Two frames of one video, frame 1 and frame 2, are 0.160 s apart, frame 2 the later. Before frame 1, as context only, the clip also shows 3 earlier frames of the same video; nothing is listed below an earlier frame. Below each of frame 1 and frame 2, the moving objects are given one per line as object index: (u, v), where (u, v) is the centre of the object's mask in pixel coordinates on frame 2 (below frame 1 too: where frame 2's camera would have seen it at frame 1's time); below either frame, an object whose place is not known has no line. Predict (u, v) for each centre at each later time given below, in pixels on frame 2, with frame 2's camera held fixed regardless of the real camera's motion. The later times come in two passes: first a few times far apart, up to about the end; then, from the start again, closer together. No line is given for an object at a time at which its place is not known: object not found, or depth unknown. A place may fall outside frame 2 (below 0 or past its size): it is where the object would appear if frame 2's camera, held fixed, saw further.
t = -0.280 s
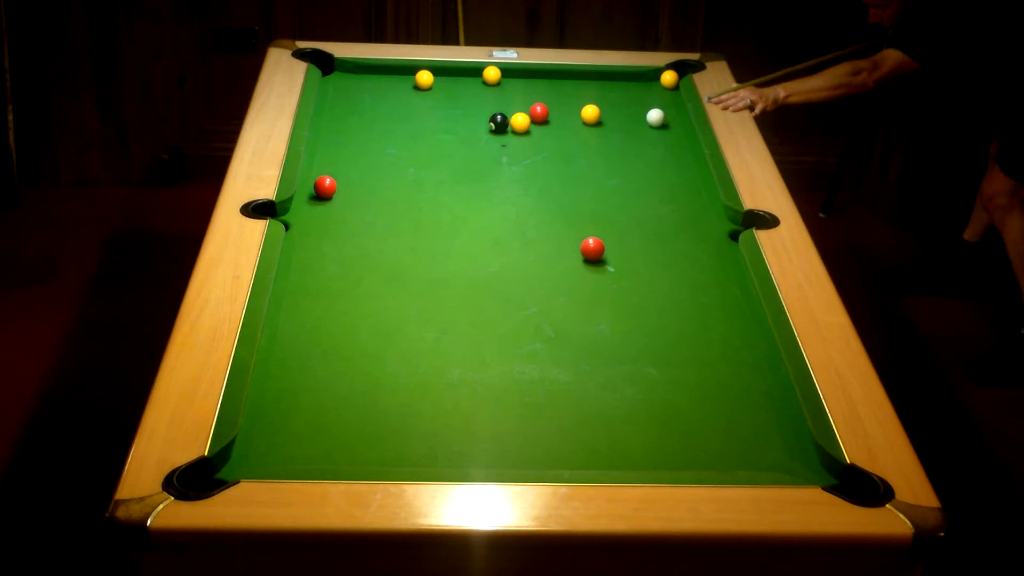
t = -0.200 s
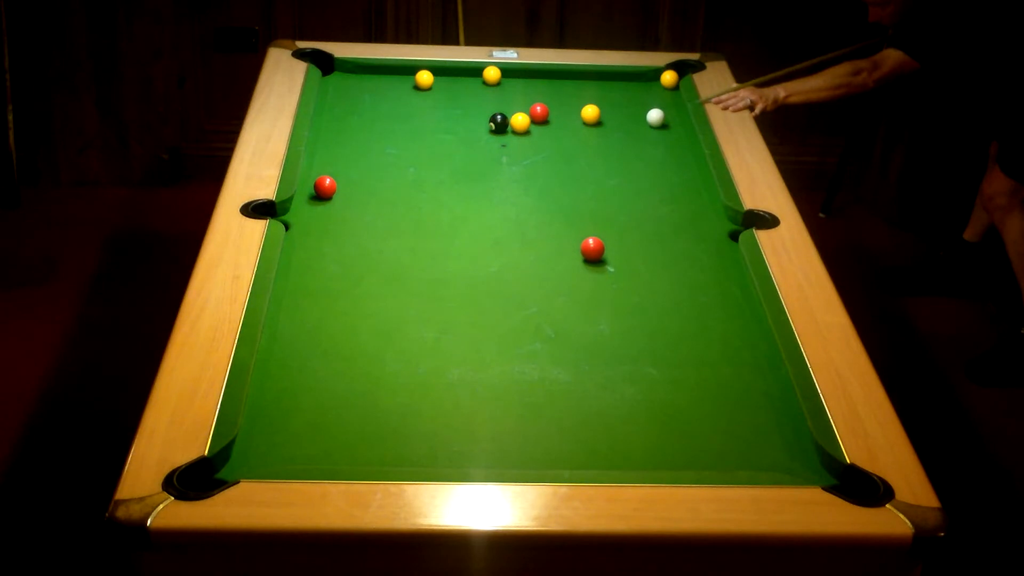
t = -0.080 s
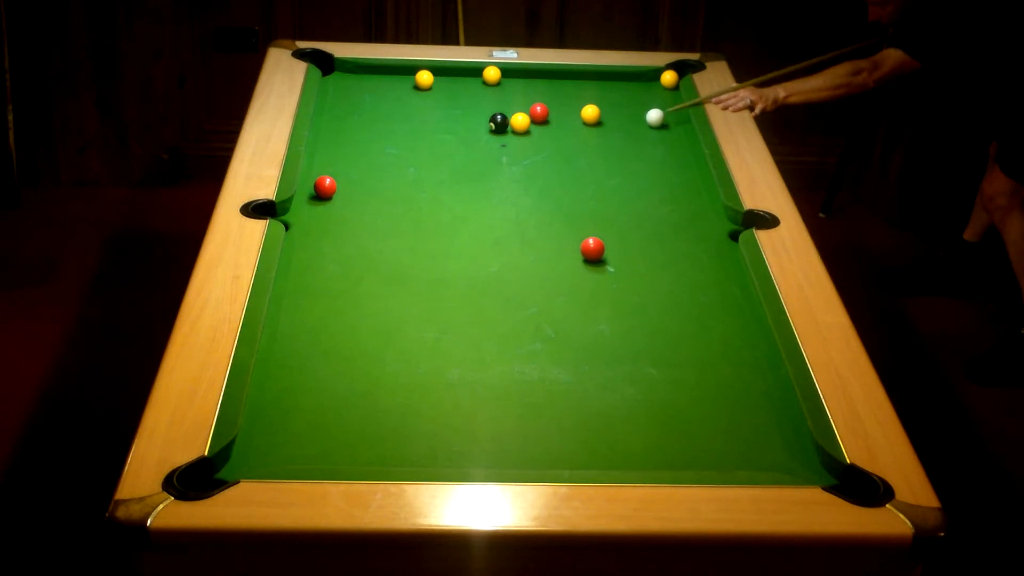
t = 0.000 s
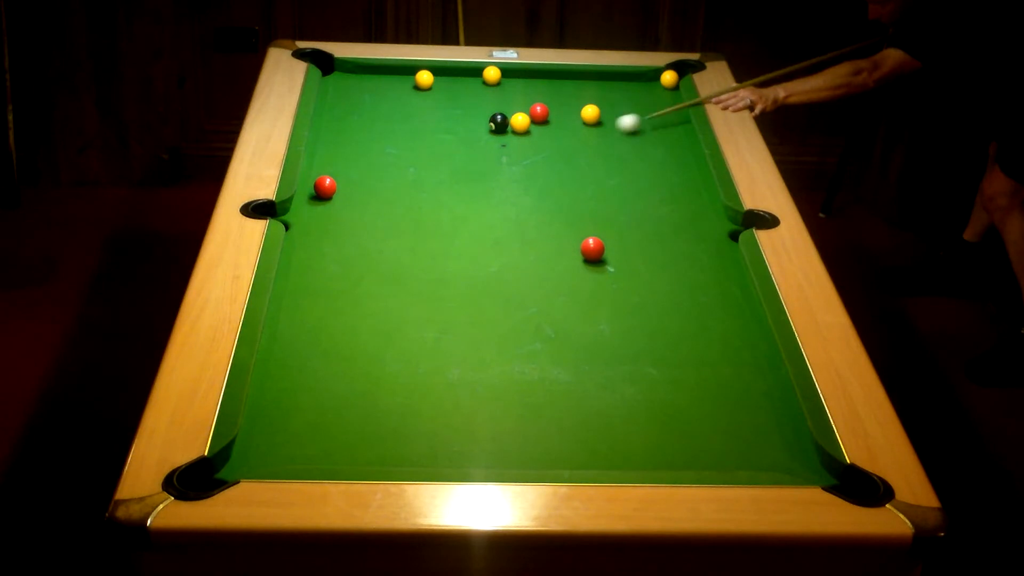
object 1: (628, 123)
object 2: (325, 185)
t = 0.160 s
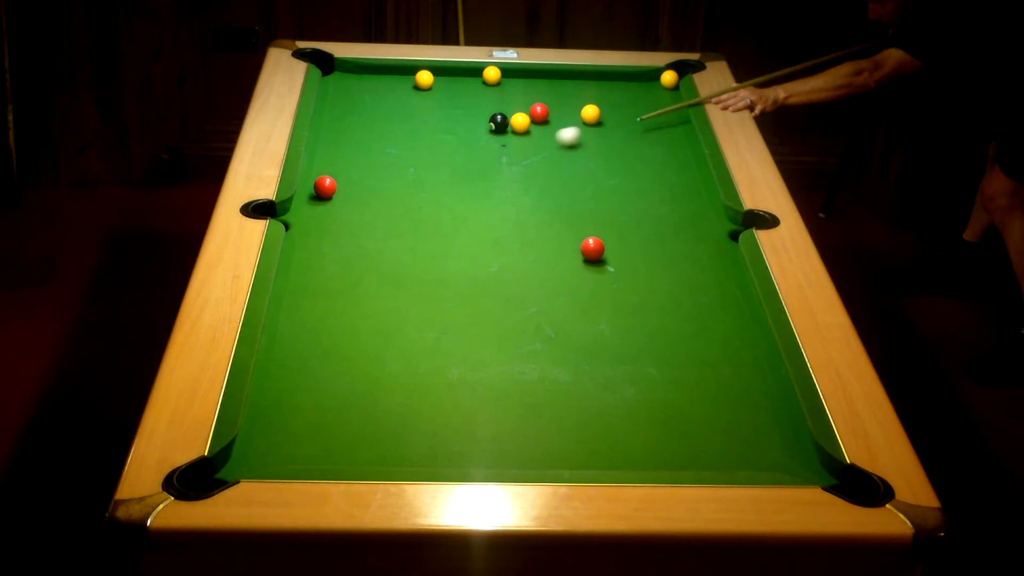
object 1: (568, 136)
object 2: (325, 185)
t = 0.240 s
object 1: (538, 143)
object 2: (325, 185)
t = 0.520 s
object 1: (425, 167)
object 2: (325, 186)
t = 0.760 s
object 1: (348, 189)
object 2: (311, 188)
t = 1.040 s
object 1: (376, 208)
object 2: (330, 193)
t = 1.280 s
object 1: (404, 225)
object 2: (337, 196)
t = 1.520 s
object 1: (432, 242)
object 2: (341, 198)
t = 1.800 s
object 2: (344, 200)
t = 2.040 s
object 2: (345, 200)
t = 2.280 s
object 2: (345, 200)
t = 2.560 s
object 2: (345, 200)
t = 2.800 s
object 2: (345, 200)
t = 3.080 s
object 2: (345, 200)
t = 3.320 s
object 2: (345, 200)
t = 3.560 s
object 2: (345, 200)
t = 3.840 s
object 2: (345, 200)
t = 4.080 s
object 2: (345, 200)
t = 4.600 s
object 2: (345, 200)
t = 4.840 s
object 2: (345, 200)
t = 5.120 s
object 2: (345, 200)
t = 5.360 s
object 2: (345, 200)
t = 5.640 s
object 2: (345, 200)
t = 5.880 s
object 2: (345, 200)
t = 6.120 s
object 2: (345, 200)
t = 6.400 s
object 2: (344, 200)
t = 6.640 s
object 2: (345, 200)
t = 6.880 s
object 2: (345, 200)
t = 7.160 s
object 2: (345, 200)
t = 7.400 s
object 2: (345, 200)
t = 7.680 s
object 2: (345, 200)
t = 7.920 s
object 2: (345, 200)
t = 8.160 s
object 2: (345, 200)
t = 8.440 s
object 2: (345, 200)
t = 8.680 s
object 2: (345, 200)
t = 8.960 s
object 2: (345, 200)
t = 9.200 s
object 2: (345, 200)
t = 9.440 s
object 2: (345, 200)
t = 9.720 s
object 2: (345, 200)
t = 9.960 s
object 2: (345, 200)
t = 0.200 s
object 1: (553, 139)
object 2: (325, 185)
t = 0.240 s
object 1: (538, 143)
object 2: (325, 185)
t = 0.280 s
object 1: (522, 146)
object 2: (325, 185)
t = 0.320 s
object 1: (506, 150)
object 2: (325, 185)
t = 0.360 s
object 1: (490, 153)
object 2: (325, 185)
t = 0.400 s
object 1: (475, 157)
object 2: (325, 185)
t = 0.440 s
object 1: (458, 160)
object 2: (325, 185)
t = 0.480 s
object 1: (442, 164)
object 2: (325, 185)
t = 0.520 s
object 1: (425, 167)
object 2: (325, 186)
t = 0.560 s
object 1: (409, 171)
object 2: (325, 185)
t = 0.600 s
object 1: (392, 175)
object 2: (325, 185)
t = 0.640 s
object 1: (375, 179)
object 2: (325, 185)
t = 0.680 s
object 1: (358, 182)
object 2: (325, 185)
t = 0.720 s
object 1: (348, 186)
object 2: (319, 186)
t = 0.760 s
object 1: (348, 189)
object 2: (311, 188)
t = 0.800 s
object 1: (346, 191)
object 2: (320, 189)
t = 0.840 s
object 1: (350, 194)
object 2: (323, 190)
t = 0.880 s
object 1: (356, 197)
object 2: (324, 191)
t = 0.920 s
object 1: (361, 199)
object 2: (326, 191)
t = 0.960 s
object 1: (366, 203)
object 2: (327, 192)
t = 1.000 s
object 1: (371, 205)
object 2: (329, 193)
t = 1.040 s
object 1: (376, 208)
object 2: (330, 193)
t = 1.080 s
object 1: (381, 211)
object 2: (331, 194)
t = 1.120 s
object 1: (386, 214)
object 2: (332, 194)
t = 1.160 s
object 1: (390, 216)
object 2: (333, 195)
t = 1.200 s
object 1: (395, 220)
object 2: (335, 195)
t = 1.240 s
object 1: (400, 222)
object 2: (335, 196)
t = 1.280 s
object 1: (404, 225)
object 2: (337, 196)
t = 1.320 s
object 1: (409, 228)
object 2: (337, 196)
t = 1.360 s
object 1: (414, 230)
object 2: (338, 197)
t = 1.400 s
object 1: (419, 233)
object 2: (339, 197)
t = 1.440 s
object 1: (423, 236)
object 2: (340, 198)
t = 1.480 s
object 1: (428, 239)
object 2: (341, 198)
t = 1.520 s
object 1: (432, 242)
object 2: (341, 198)
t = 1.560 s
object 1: (437, 244)
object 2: (342, 199)
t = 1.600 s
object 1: (441, 247)
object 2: (342, 199)
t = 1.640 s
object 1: (446, 249)
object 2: (343, 199)
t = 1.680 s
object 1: (450, 252)
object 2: (344, 199)
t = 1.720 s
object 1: (455, 255)
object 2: (344, 199)
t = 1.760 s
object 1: (459, 257)
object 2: (344, 200)
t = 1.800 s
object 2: (344, 200)
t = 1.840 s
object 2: (345, 200)
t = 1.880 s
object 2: (345, 200)
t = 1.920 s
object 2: (345, 200)
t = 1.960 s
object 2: (345, 200)
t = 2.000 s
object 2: (345, 200)
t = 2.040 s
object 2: (345, 200)
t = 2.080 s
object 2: (345, 200)
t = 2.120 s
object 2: (345, 200)
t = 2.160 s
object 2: (345, 200)
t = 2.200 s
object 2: (345, 200)
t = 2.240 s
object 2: (345, 200)
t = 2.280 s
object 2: (345, 200)
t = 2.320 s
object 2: (345, 200)
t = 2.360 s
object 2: (345, 200)
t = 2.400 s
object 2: (345, 200)
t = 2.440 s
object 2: (345, 200)
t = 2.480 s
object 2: (345, 200)
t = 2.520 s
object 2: (345, 200)
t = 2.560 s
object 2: (345, 200)
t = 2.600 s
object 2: (345, 200)
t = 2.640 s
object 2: (345, 200)
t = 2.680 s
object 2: (345, 200)
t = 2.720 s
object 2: (345, 200)
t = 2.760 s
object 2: (345, 200)
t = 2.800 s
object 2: (345, 200)
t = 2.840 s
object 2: (345, 200)
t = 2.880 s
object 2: (345, 200)
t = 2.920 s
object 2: (345, 200)
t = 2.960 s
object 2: (345, 200)
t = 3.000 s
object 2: (345, 200)
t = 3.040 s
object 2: (345, 200)
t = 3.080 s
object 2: (345, 200)
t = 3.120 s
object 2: (345, 200)
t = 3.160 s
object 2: (345, 200)
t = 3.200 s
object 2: (345, 200)
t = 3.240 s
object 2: (345, 200)
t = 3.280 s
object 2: (345, 200)
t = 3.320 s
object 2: (345, 200)
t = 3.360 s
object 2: (345, 200)
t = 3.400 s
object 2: (345, 200)
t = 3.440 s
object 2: (345, 200)
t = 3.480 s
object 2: (345, 200)
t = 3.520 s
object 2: (345, 200)
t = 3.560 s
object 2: (345, 200)
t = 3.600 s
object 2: (345, 200)
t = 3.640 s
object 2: (345, 200)
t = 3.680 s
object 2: (345, 200)
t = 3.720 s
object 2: (345, 200)
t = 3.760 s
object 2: (345, 200)
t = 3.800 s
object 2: (345, 200)
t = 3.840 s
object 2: (345, 200)
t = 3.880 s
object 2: (345, 200)
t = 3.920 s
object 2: (345, 200)
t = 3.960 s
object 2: (345, 200)
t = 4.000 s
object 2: (345, 200)
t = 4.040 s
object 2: (345, 200)
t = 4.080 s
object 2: (345, 200)
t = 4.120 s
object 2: (345, 200)
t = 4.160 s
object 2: (345, 200)
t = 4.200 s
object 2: (345, 200)
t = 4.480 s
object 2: (344, 194)
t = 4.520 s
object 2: (345, 199)
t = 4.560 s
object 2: (345, 200)
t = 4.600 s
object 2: (345, 200)
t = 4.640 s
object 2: (345, 200)
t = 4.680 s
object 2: (345, 200)
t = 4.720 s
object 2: (345, 200)
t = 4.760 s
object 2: (345, 200)
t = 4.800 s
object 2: (345, 200)
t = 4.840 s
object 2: (345, 200)
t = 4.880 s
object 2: (345, 200)
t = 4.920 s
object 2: (345, 200)
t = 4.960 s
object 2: (345, 200)
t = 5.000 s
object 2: (345, 200)
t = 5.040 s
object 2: (345, 200)
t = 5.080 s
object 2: (345, 200)
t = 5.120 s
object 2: (345, 200)
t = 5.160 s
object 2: (345, 200)
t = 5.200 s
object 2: (345, 200)
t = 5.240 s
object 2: (344, 200)
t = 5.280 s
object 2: (344, 200)
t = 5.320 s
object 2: (345, 200)
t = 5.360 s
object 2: (345, 200)
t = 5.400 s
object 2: (345, 200)
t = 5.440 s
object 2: (345, 200)
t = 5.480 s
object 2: (345, 200)
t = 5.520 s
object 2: (345, 200)
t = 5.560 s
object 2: (345, 200)
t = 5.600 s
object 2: (345, 200)
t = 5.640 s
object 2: (345, 200)
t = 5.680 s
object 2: (345, 200)
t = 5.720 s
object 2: (345, 200)
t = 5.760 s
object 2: (344, 200)
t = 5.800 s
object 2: (345, 200)
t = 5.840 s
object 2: (345, 200)
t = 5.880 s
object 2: (345, 200)
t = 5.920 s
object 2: (345, 200)
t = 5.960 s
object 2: (345, 200)
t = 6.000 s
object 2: (345, 200)
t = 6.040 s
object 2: (345, 200)
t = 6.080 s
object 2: (345, 200)
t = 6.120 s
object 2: (345, 200)
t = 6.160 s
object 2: (345, 200)
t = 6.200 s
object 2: (345, 200)
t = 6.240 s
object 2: (344, 200)
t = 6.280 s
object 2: (345, 200)
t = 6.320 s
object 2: (345, 200)
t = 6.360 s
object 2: (344, 200)
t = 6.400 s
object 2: (344, 200)
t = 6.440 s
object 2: (344, 200)
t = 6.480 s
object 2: (345, 200)
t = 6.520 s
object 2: (344, 200)
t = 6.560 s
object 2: (345, 200)
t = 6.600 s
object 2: (345, 200)
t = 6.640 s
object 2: (345, 200)
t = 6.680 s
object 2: (345, 200)
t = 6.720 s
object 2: (345, 200)
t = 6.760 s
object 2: (345, 200)
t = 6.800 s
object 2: (345, 200)
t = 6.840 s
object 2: (345, 200)
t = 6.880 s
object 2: (345, 200)
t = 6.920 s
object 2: (345, 200)
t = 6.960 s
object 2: (345, 200)
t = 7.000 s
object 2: (345, 200)
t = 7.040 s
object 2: (345, 200)
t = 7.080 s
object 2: (345, 200)
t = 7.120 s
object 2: (345, 200)
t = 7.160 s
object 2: (345, 200)
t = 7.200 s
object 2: (345, 200)
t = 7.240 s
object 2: (345, 200)
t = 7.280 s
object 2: (345, 200)
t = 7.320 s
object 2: (345, 200)
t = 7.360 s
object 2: (345, 200)
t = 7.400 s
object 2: (345, 200)
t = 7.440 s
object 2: (345, 200)
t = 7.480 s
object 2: (345, 200)
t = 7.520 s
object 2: (345, 200)
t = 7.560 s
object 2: (345, 200)
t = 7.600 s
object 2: (345, 200)
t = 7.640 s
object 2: (345, 200)
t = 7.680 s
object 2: (345, 200)
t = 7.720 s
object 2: (345, 200)
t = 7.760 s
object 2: (344, 200)
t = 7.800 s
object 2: (345, 200)
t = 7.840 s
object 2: (345, 200)
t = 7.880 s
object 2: (345, 200)
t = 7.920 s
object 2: (345, 200)
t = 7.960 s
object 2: (345, 200)
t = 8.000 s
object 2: (345, 200)
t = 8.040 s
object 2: (345, 200)
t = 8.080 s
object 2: (345, 200)
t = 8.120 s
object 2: (345, 200)
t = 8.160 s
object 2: (345, 200)
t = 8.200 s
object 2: (345, 200)
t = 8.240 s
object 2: (345, 200)
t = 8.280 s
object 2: (345, 200)
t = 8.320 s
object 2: (345, 200)
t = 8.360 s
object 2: (345, 200)
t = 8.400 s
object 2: (345, 200)
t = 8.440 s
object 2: (345, 200)
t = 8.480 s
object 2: (345, 200)
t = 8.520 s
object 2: (345, 200)
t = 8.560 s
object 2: (345, 200)
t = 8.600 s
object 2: (345, 200)
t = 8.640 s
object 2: (345, 200)
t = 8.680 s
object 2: (345, 200)
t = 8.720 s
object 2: (345, 200)
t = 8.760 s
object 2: (345, 200)
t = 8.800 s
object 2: (345, 200)
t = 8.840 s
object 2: (345, 200)
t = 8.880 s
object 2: (345, 200)
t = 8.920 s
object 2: (345, 200)
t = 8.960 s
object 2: (345, 200)
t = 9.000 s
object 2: (345, 200)
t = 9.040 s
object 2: (345, 200)
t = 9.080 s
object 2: (345, 200)
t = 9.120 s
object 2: (345, 200)
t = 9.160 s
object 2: (345, 200)
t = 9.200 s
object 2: (345, 200)
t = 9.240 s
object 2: (345, 200)
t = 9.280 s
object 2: (345, 200)
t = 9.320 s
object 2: (345, 200)
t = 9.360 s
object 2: (345, 200)
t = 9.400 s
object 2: (345, 200)
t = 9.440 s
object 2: (345, 200)
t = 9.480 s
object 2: (345, 200)
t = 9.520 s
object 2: (345, 200)
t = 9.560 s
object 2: (345, 200)
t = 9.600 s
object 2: (345, 200)
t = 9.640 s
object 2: (345, 200)
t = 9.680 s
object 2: (345, 200)
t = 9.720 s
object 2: (345, 200)
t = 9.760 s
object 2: (345, 200)
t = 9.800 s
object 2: (345, 200)
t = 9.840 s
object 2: (345, 200)
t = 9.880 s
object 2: (345, 200)
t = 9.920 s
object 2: (345, 200)
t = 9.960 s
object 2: (345, 200)
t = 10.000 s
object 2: (344, 200)
